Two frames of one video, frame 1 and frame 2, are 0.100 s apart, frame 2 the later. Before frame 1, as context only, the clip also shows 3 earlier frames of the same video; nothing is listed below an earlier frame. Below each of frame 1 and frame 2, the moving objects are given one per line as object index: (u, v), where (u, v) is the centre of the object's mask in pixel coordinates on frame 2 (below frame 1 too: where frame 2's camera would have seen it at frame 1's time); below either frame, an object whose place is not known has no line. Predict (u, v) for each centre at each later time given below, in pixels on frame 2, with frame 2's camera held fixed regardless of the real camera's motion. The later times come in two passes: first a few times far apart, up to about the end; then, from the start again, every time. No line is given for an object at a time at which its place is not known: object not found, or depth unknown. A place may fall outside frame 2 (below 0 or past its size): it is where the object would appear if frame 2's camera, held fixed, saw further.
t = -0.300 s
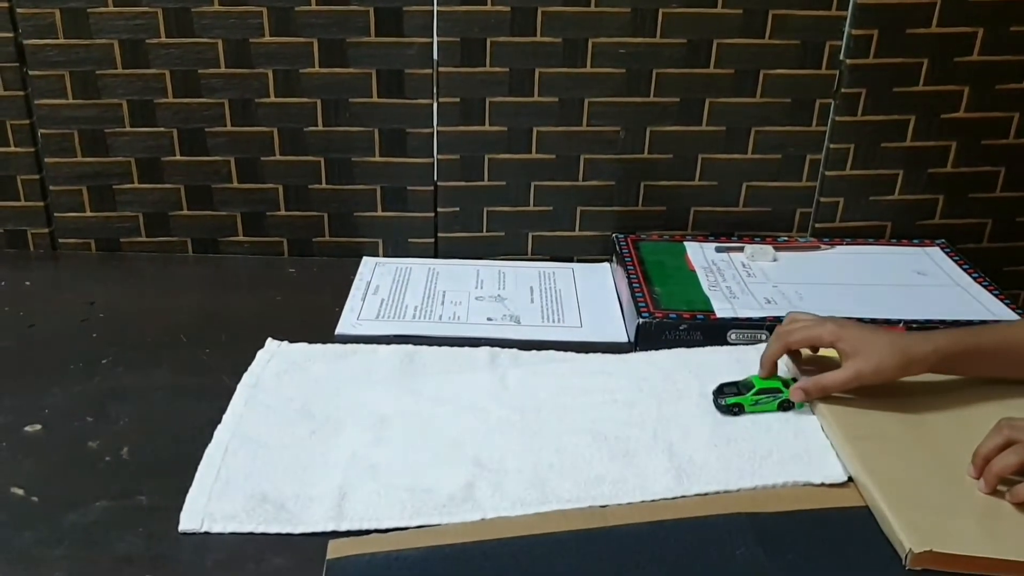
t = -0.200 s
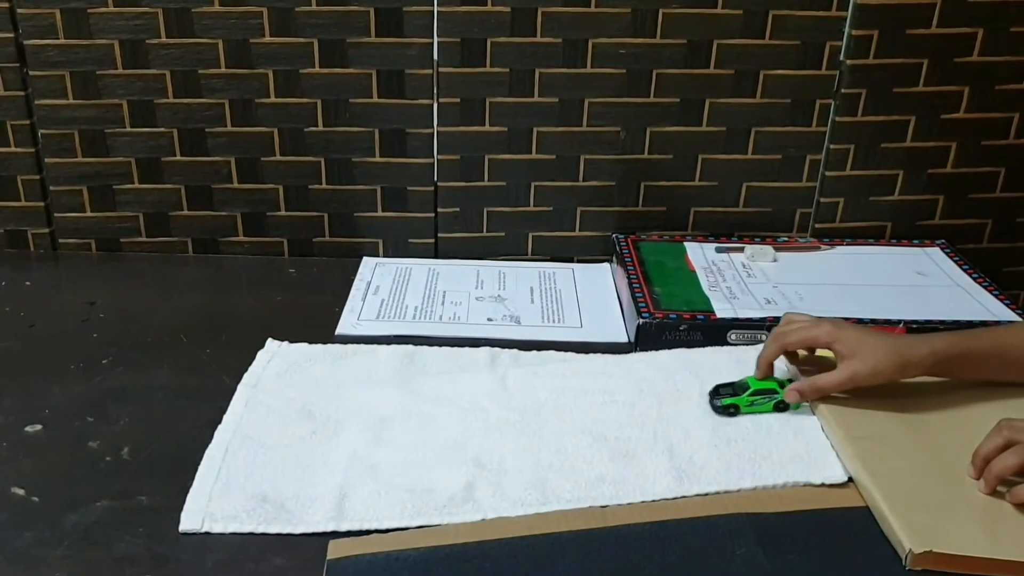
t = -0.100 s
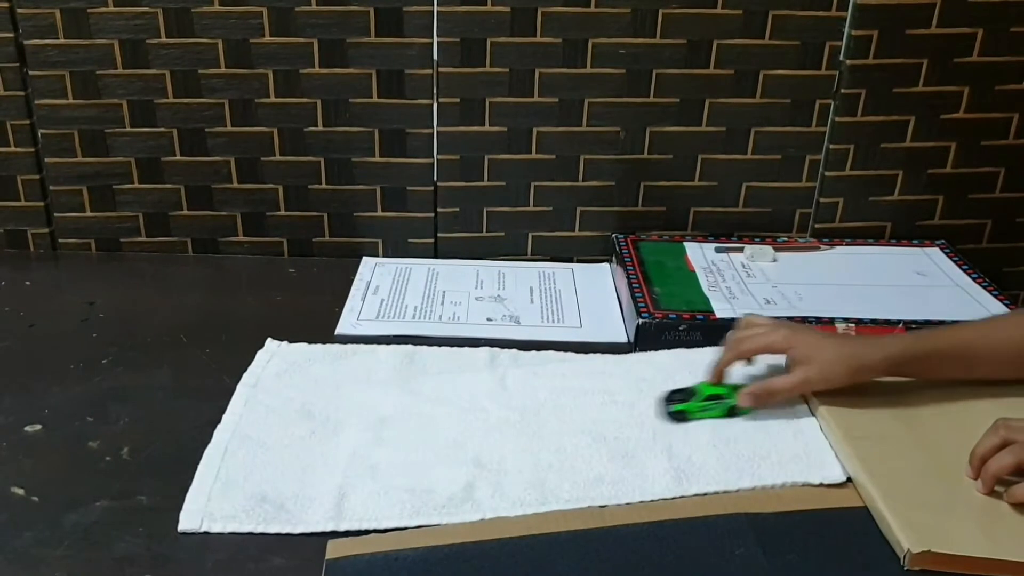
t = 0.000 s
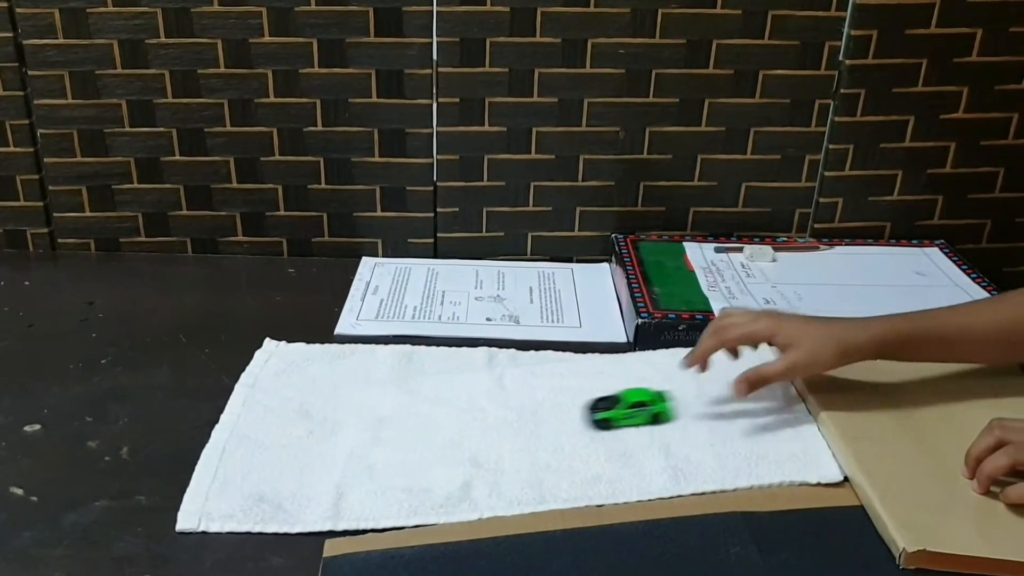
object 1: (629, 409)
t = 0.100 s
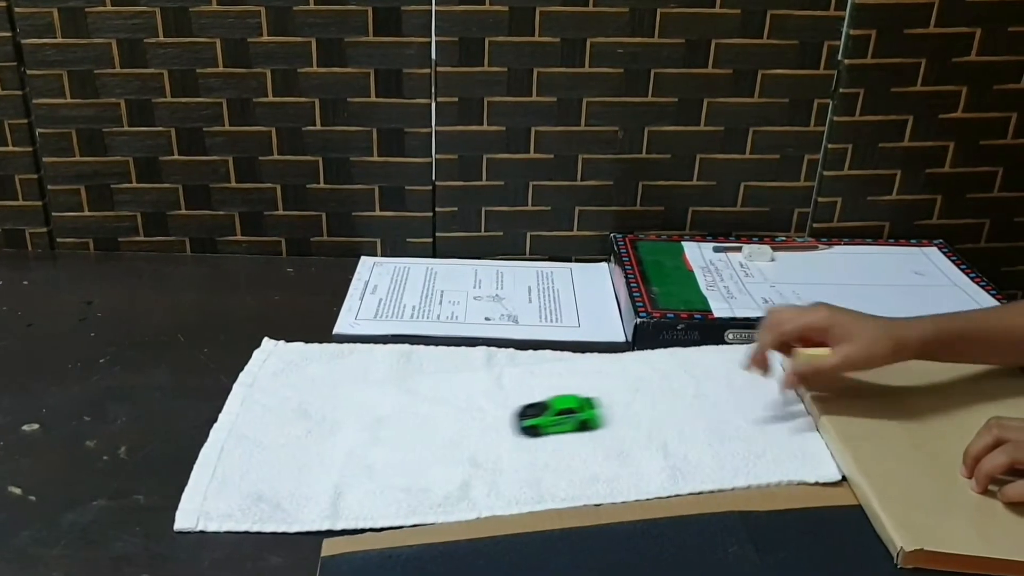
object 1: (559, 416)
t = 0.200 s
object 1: (497, 424)
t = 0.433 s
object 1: (361, 439)
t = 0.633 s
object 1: (270, 442)
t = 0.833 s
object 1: (250, 439)
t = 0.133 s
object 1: (538, 419)
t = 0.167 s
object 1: (517, 421)
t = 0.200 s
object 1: (497, 424)
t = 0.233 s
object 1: (477, 426)
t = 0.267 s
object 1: (456, 428)
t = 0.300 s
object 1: (437, 430)
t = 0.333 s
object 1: (418, 432)
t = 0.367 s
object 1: (398, 434)
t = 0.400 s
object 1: (380, 436)
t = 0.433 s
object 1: (361, 439)
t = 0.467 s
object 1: (342, 440)
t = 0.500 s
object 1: (324, 442)
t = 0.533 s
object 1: (307, 444)
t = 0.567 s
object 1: (292, 443)
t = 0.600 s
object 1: (280, 443)
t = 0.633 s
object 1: (270, 442)
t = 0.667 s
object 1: (261, 441)
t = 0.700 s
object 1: (254, 440)
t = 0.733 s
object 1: (250, 439)
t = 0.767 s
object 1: (249, 439)
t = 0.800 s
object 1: (249, 439)
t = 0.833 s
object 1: (250, 439)
